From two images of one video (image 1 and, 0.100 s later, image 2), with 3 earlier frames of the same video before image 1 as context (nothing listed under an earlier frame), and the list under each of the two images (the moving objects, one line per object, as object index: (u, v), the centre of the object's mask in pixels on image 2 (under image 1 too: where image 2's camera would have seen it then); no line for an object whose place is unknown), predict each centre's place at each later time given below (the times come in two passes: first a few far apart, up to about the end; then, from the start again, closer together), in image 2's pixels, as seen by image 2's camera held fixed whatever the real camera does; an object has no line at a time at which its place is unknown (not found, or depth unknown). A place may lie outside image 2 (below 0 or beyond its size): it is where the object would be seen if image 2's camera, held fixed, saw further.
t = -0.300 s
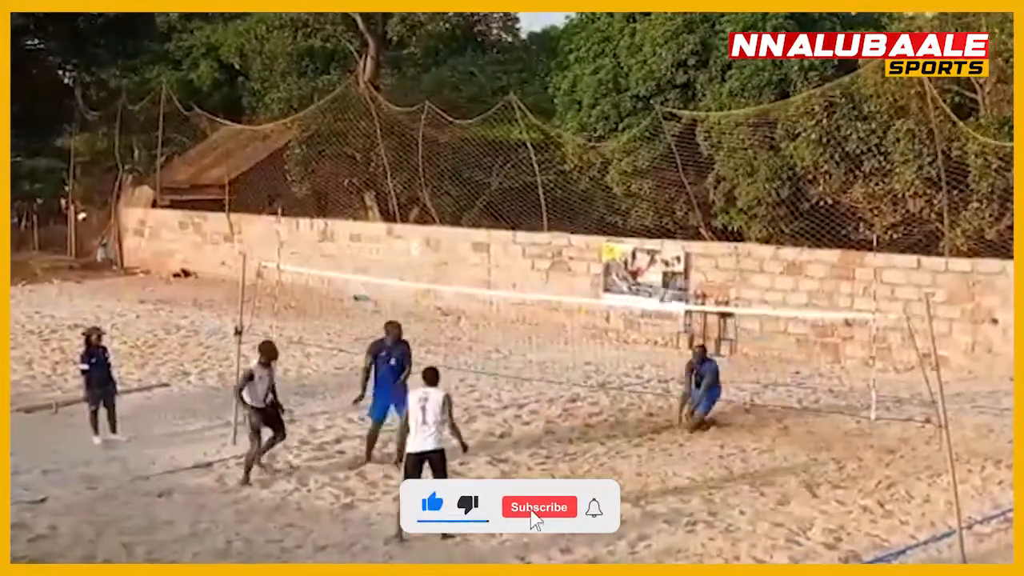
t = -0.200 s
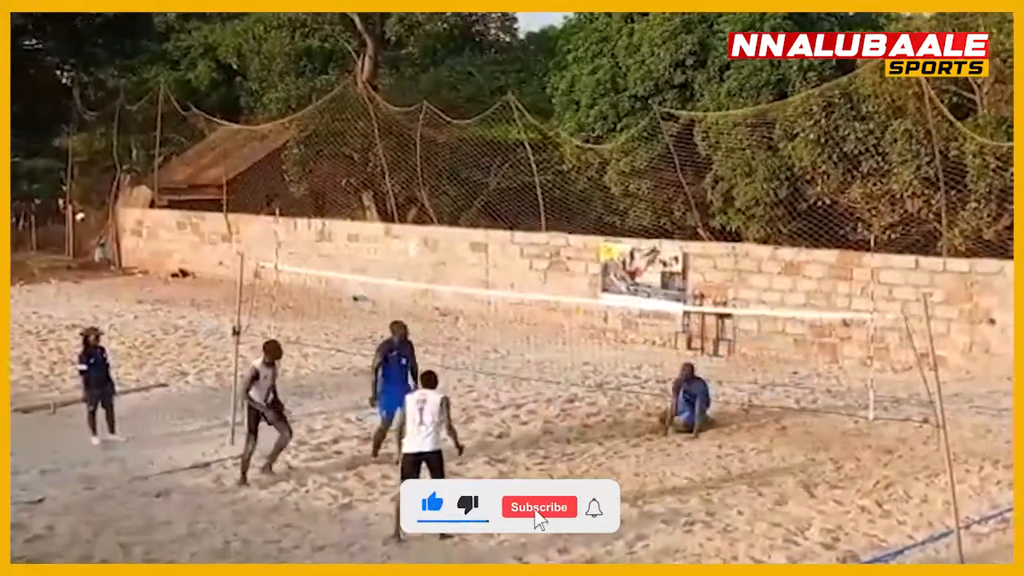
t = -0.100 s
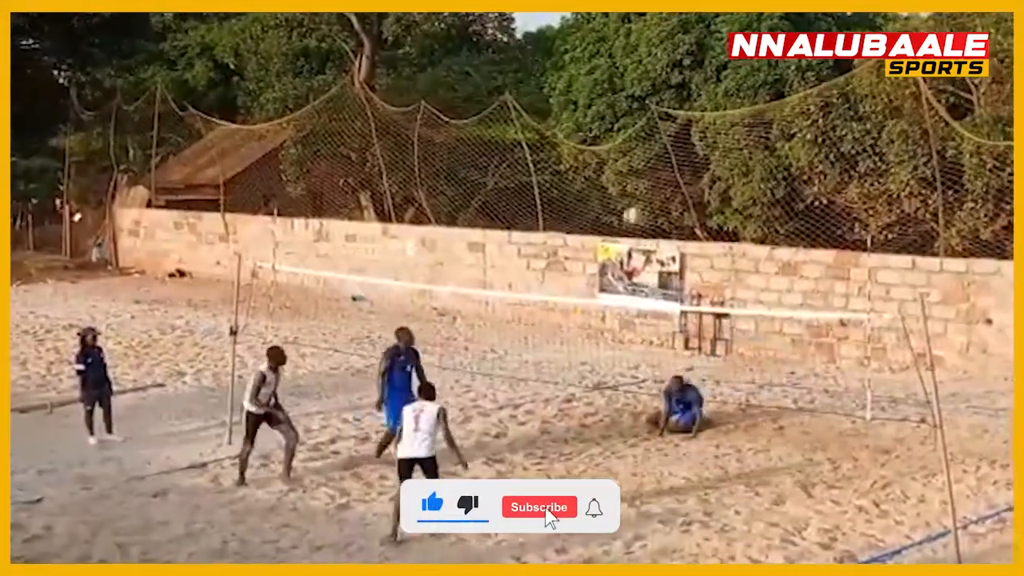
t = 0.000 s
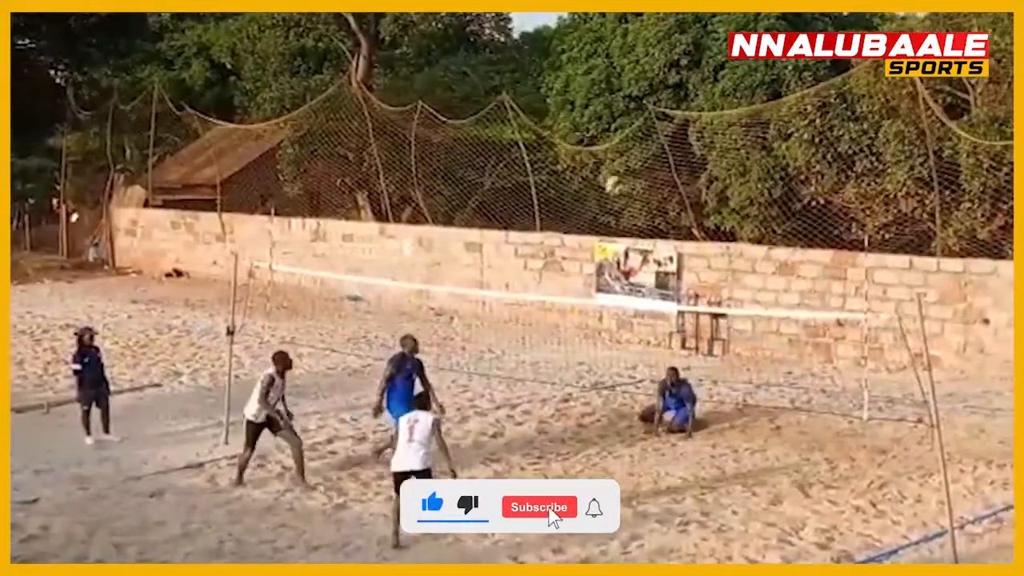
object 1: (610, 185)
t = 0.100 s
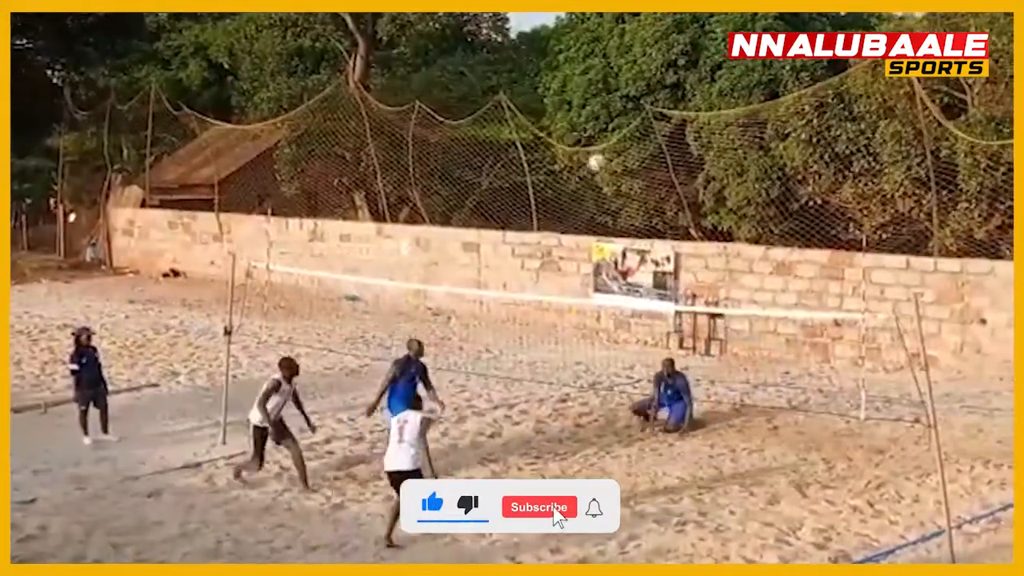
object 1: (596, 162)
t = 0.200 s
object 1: (579, 145)
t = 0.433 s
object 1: (541, 140)
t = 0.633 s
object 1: (508, 177)
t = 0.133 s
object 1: (590, 155)
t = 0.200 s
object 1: (579, 145)
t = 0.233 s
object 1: (573, 141)
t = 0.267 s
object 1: (569, 140)
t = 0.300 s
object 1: (564, 140)
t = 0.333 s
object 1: (561, 138)
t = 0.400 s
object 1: (548, 138)
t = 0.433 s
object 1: (541, 140)
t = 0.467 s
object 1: (537, 144)
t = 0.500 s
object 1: (532, 150)
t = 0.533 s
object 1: (525, 155)
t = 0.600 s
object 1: (514, 167)
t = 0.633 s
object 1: (508, 177)
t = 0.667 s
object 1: (502, 186)
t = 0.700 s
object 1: (495, 197)
